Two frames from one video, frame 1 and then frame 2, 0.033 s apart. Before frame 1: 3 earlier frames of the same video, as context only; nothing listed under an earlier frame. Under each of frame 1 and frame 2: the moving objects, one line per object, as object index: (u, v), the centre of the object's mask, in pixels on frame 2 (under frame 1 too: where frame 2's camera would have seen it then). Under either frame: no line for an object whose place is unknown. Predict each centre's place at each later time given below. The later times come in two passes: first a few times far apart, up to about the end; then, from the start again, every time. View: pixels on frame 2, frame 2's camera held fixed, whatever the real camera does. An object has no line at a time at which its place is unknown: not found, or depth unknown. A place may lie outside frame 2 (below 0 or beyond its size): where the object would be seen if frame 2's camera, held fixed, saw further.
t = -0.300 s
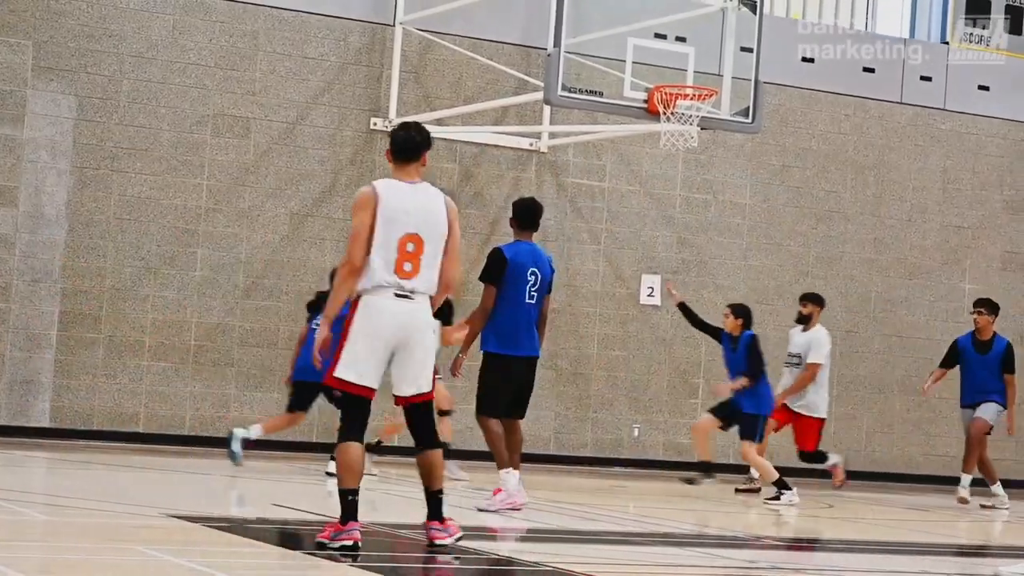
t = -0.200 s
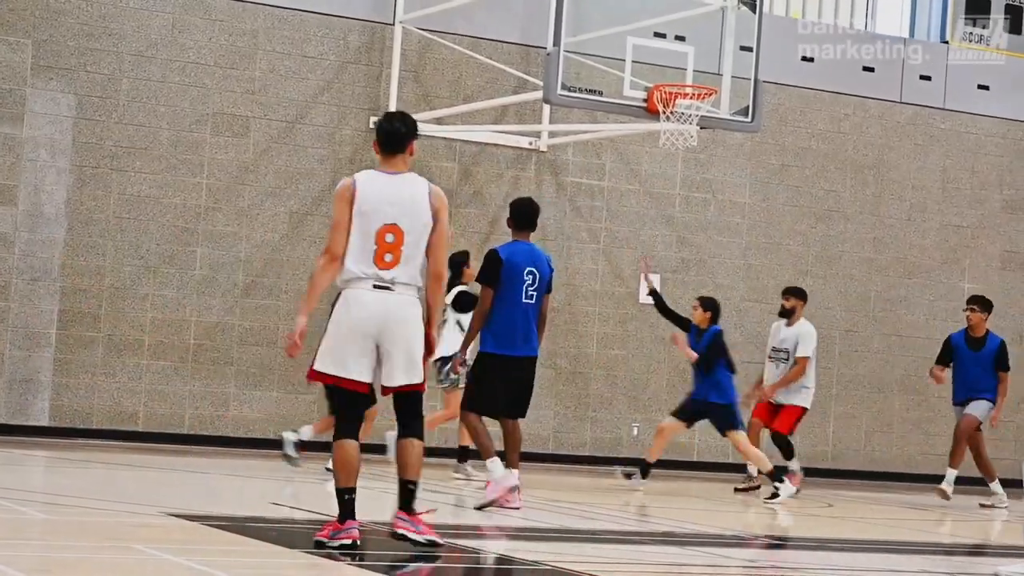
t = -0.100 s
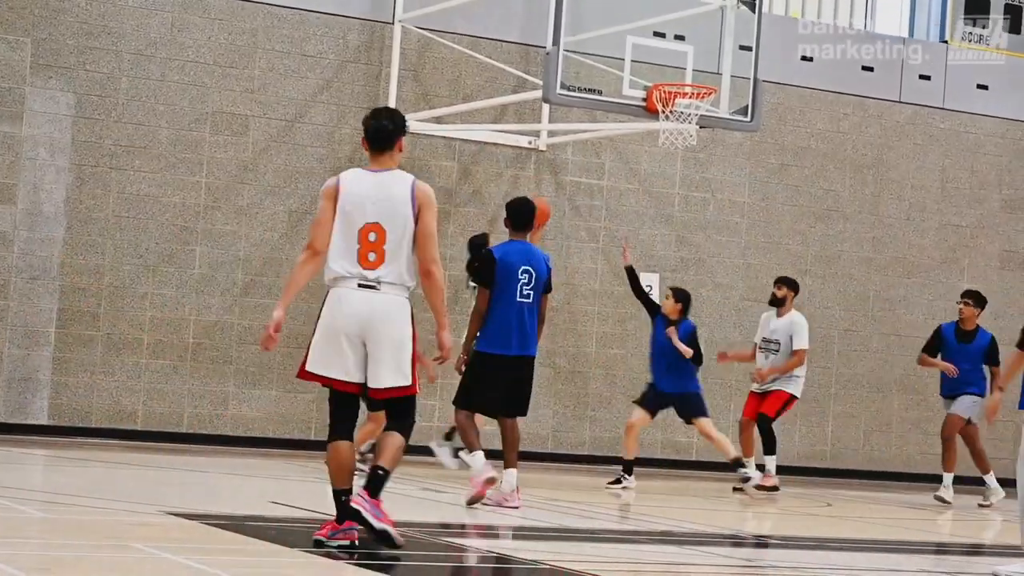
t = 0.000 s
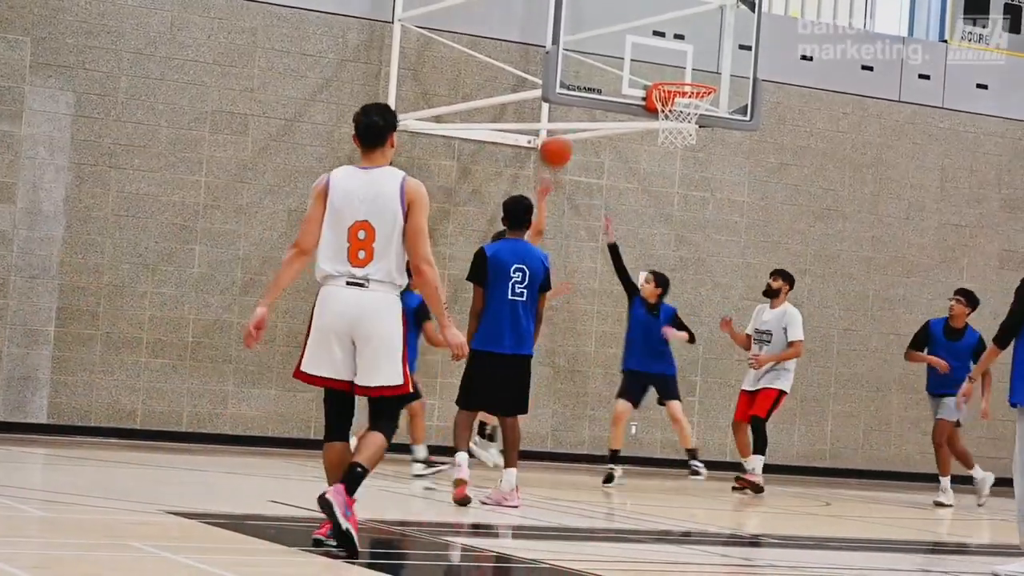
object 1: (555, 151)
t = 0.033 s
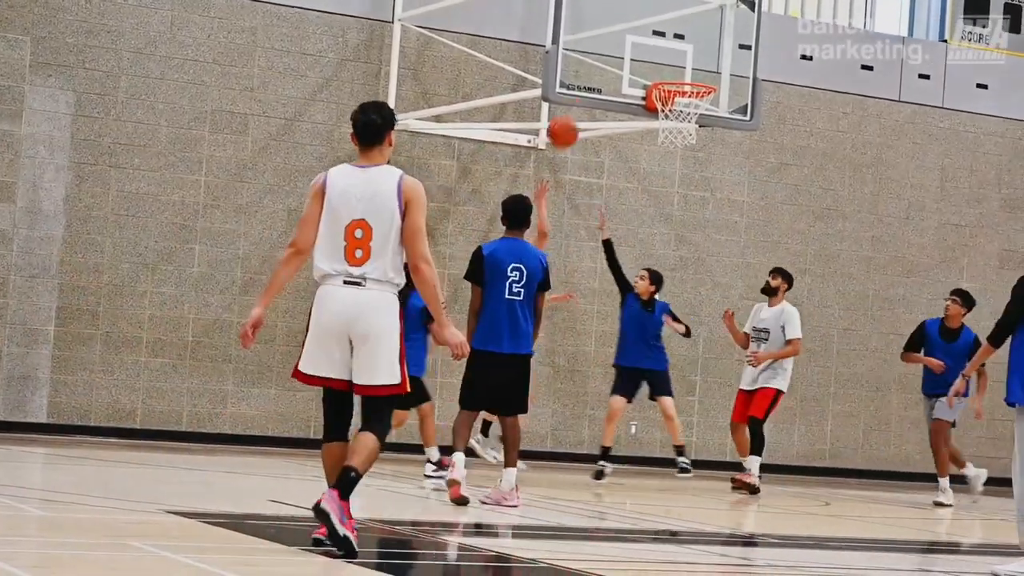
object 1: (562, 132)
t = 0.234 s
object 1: (603, 54)
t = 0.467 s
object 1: (644, 30)
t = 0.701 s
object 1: (679, 73)
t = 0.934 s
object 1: (689, 157)
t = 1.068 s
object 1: (688, 227)
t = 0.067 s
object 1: (570, 115)
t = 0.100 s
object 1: (576, 100)
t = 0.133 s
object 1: (583, 87)
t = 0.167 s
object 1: (590, 75)
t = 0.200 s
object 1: (597, 64)
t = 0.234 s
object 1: (603, 54)
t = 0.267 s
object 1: (609, 47)
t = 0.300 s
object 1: (615, 40)
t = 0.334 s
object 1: (622, 35)
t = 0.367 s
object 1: (627, 32)
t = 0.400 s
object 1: (633, 30)
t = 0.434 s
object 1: (639, 29)
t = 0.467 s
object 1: (644, 30)
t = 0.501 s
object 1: (650, 33)
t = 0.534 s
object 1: (655, 36)
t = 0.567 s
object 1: (660, 41)
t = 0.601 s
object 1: (665, 48)
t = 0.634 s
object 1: (670, 56)
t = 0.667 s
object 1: (675, 65)
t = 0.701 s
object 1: (679, 73)
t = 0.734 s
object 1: (684, 78)
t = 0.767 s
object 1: (681, 99)
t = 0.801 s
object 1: (687, 108)
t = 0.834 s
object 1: (689, 121)
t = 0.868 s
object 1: (689, 131)
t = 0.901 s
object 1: (688, 147)
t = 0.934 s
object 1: (689, 157)
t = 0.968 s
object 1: (689, 173)
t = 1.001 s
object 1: (688, 190)
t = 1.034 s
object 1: (688, 207)
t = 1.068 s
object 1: (688, 227)
